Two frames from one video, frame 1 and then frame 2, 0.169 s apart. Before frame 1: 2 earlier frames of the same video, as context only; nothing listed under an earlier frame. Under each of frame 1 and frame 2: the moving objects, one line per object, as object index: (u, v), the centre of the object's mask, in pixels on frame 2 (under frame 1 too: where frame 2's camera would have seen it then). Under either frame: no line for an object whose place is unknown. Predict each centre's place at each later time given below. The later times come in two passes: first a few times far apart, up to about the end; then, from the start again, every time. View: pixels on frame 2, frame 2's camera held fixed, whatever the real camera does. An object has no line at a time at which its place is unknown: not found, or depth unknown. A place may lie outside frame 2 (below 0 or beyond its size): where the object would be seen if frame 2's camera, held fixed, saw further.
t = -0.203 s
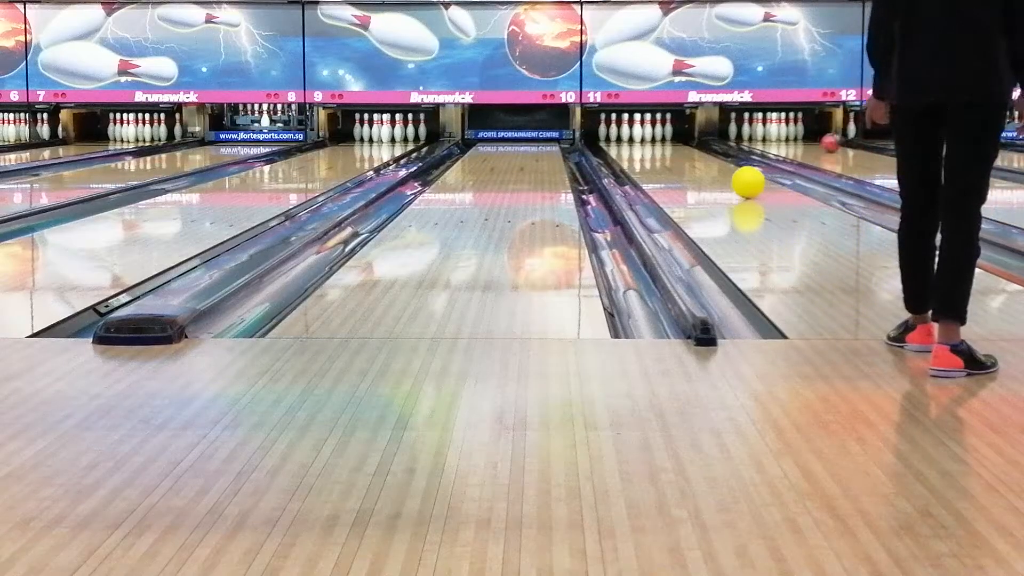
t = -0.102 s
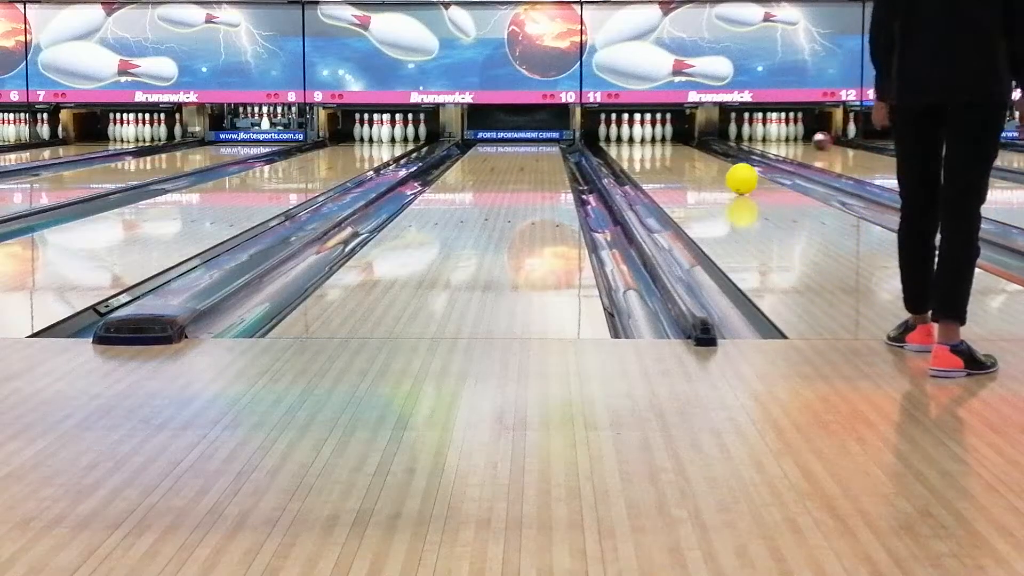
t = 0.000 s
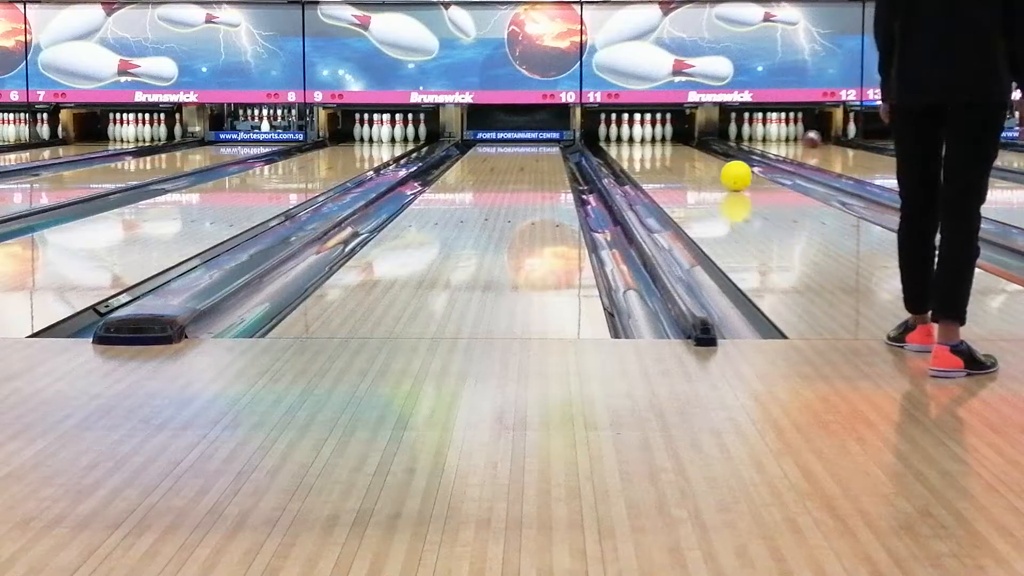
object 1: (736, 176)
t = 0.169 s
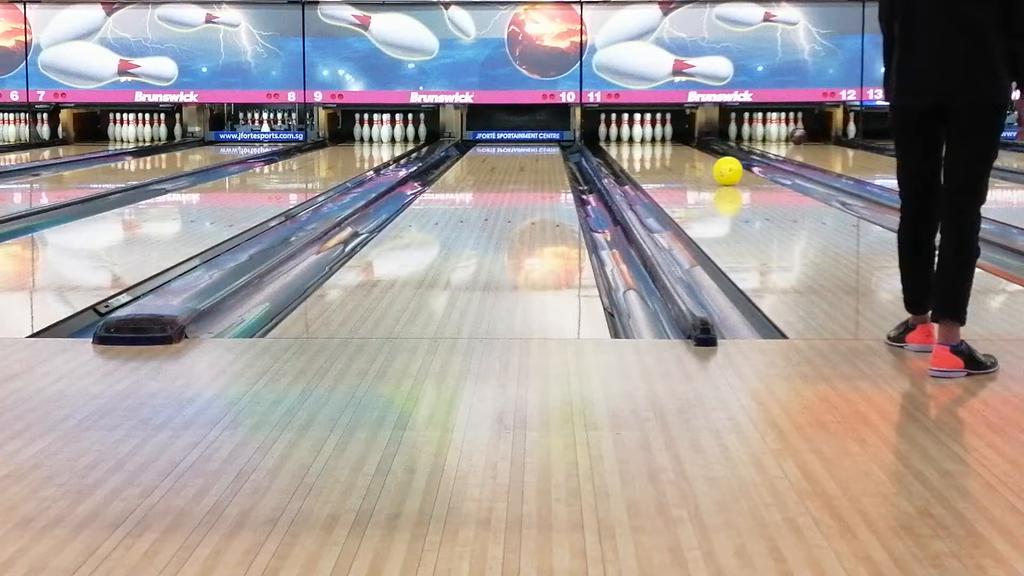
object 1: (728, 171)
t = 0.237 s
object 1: (725, 169)
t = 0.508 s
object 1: (713, 163)
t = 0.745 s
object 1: (705, 158)
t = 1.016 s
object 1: (696, 154)
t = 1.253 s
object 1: (690, 150)
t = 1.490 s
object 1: (684, 147)
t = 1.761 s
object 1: (679, 144)
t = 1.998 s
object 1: (675, 141)
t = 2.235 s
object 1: (672, 139)
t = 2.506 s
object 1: (669, 138)
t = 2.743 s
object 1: (667, 137)
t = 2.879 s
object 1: (665, 136)
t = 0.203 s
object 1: (726, 170)
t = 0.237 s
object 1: (725, 169)
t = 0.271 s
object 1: (723, 168)
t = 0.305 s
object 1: (721, 168)
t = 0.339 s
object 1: (720, 167)
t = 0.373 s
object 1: (718, 166)
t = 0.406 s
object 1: (717, 165)
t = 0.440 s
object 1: (716, 164)
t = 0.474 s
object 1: (714, 164)
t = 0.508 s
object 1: (713, 163)
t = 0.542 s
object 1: (712, 162)
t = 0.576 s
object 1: (710, 161)
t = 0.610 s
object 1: (709, 161)
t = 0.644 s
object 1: (708, 160)
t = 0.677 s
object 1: (707, 159)
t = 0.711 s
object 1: (706, 159)
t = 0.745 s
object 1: (705, 158)
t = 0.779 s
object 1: (703, 158)
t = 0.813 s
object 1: (702, 157)
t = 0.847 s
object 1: (701, 157)
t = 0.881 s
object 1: (700, 156)
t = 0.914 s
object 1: (699, 155)
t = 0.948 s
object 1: (698, 155)
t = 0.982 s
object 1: (697, 154)
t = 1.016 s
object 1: (696, 154)
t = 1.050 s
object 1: (695, 153)
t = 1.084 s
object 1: (694, 153)
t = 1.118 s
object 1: (693, 152)
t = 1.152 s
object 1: (692, 151)
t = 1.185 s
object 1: (692, 151)
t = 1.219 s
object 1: (691, 150)
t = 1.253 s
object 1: (690, 150)
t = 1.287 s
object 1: (689, 150)
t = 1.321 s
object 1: (688, 149)
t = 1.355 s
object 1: (687, 149)
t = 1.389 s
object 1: (686, 148)
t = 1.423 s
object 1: (686, 148)
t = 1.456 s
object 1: (685, 147)
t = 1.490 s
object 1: (684, 147)
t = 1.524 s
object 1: (683, 146)
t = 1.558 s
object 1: (683, 146)
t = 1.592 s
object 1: (682, 146)
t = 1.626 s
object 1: (681, 145)
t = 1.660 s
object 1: (681, 145)
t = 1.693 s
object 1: (680, 144)
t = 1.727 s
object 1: (680, 144)
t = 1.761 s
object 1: (679, 144)
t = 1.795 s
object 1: (679, 143)
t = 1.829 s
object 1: (678, 143)
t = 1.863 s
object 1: (678, 143)
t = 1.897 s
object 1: (677, 142)
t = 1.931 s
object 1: (676, 142)
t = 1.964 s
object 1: (676, 142)
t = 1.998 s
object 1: (675, 141)
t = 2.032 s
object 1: (675, 141)
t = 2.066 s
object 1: (675, 141)
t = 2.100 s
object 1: (674, 141)
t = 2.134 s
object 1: (674, 140)
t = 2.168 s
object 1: (673, 140)
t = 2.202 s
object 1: (673, 140)
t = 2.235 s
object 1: (672, 139)
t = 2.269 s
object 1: (672, 139)
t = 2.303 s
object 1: (672, 139)
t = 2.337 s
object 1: (671, 139)
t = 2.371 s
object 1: (671, 138)
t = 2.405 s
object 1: (670, 138)
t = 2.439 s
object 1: (670, 138)
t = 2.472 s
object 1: (670, 138)
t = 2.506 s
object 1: (669, 138)
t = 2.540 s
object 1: (669, 137)
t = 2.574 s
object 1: (669, 137)
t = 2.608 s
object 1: (668, 137)
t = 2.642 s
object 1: (668, 137)
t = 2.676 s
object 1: (668, 137)
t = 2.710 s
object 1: (667, 137)
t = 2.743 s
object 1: (667, 137)
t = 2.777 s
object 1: (666, 136)
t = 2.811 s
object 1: (666, 136)
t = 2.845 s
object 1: (665, 135)
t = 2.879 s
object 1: (665, 136)
